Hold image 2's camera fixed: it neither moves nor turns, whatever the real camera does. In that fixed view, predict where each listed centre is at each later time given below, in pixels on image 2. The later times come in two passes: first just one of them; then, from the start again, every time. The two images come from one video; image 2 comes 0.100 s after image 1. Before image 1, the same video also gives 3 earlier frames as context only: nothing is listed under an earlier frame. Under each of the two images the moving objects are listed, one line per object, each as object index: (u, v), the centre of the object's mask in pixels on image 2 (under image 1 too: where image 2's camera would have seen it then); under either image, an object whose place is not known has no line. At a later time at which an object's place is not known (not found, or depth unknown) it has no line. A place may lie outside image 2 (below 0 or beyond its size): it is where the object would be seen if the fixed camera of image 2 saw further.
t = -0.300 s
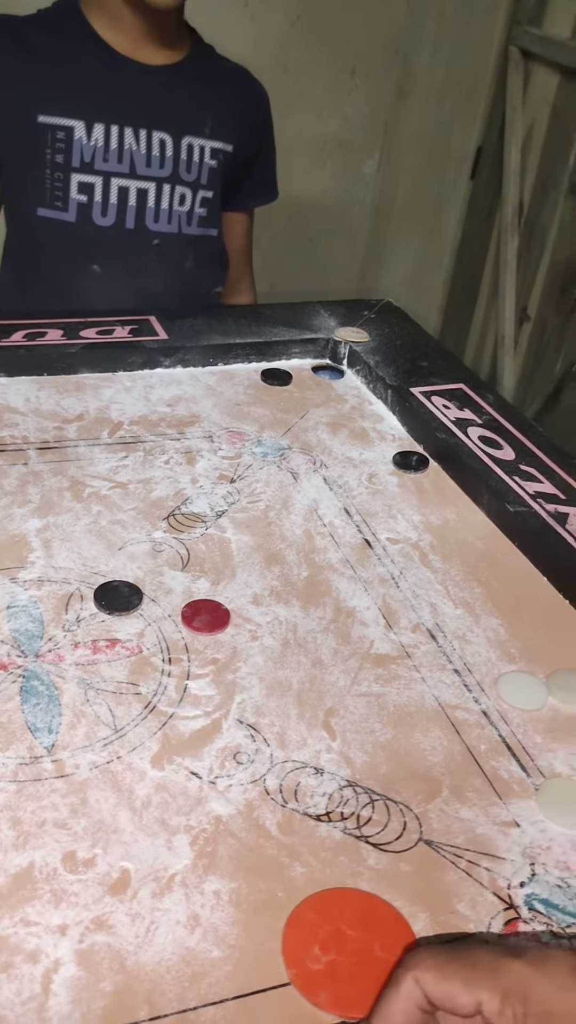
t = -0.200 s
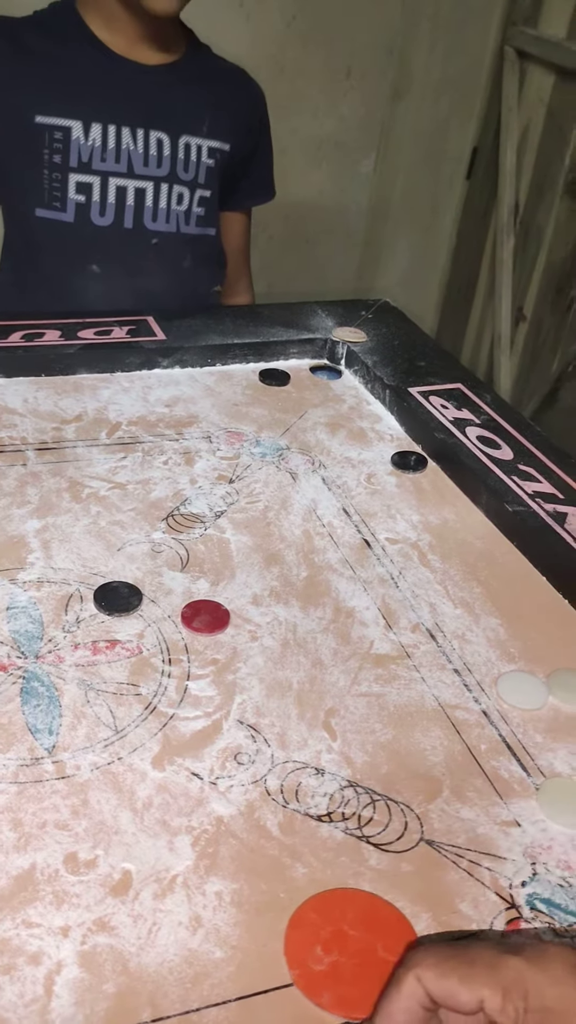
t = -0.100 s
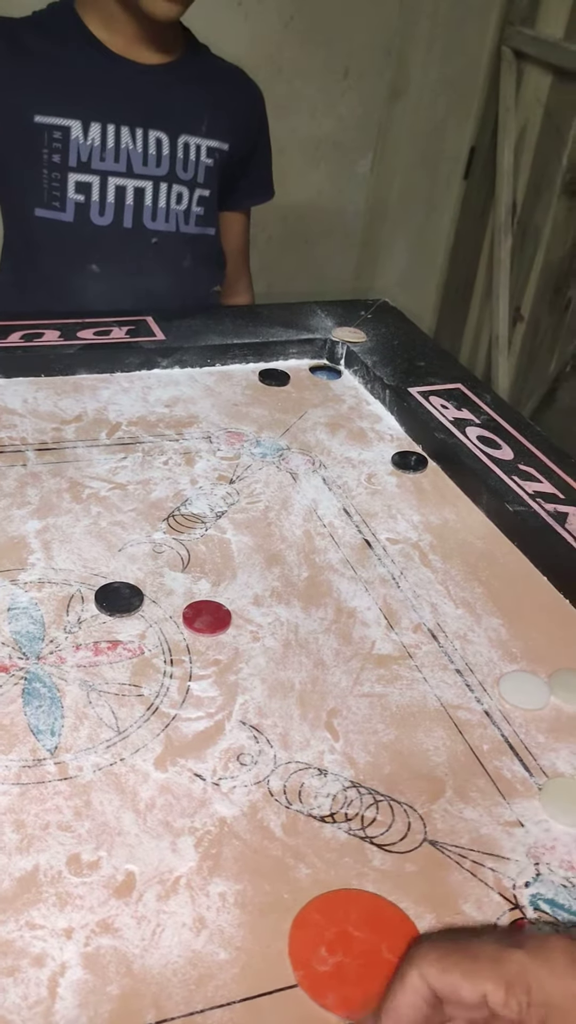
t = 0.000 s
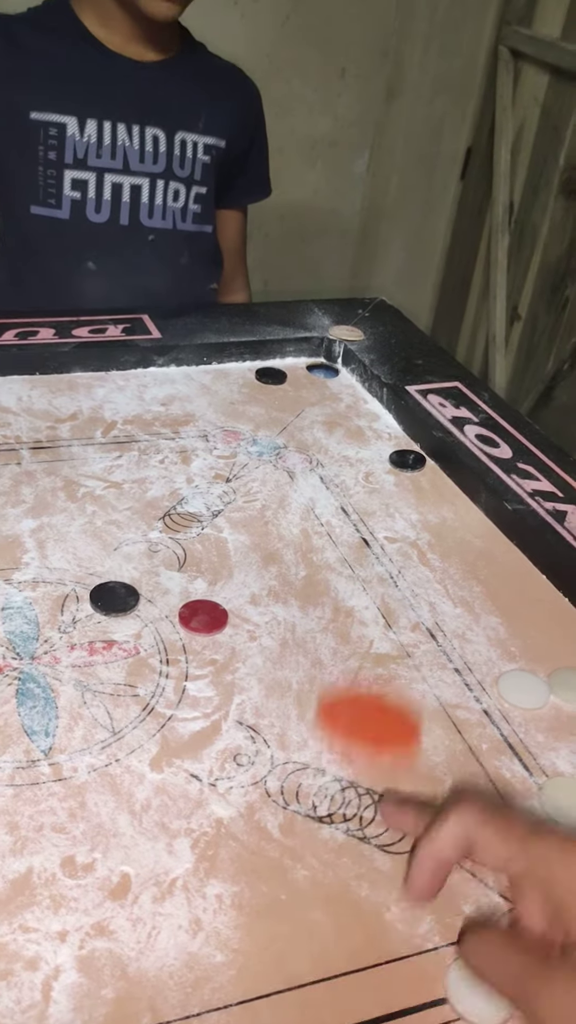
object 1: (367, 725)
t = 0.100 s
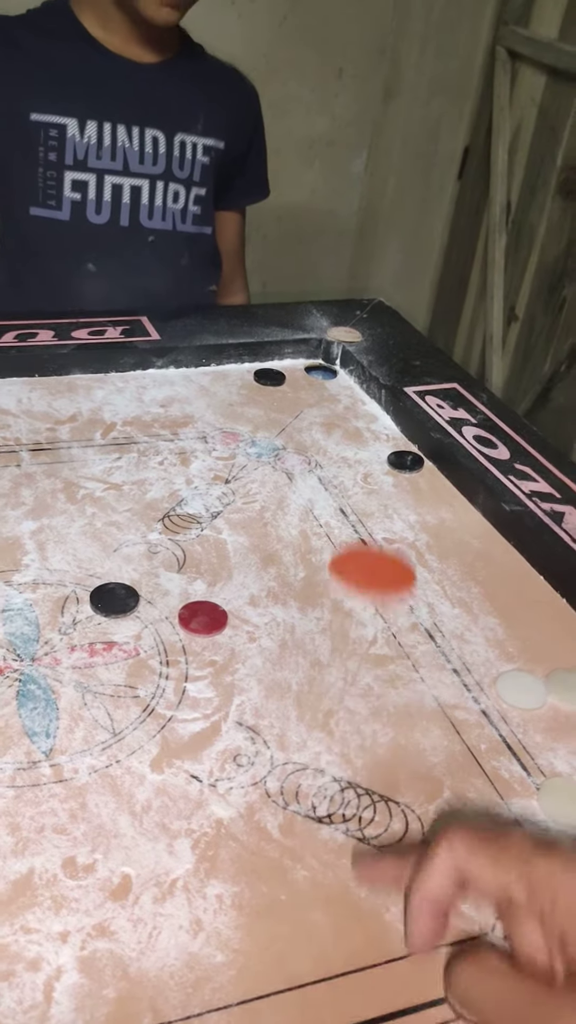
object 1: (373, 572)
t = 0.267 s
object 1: (342, 452)
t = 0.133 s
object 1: (373, 536)
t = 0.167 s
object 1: (372, 505)
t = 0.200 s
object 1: (372, 479)
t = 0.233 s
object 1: (357, 465)
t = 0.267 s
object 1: (342, 452)
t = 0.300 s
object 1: (328, 442)
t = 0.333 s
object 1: (317, 433)
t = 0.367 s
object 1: (306, 426)
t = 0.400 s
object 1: (298, 421)
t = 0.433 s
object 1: (291, 416)
